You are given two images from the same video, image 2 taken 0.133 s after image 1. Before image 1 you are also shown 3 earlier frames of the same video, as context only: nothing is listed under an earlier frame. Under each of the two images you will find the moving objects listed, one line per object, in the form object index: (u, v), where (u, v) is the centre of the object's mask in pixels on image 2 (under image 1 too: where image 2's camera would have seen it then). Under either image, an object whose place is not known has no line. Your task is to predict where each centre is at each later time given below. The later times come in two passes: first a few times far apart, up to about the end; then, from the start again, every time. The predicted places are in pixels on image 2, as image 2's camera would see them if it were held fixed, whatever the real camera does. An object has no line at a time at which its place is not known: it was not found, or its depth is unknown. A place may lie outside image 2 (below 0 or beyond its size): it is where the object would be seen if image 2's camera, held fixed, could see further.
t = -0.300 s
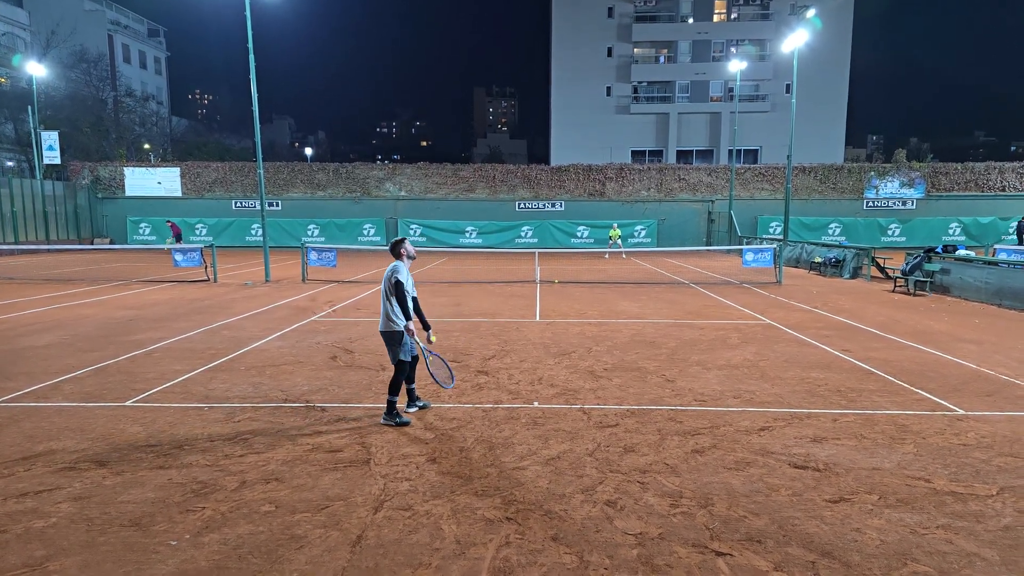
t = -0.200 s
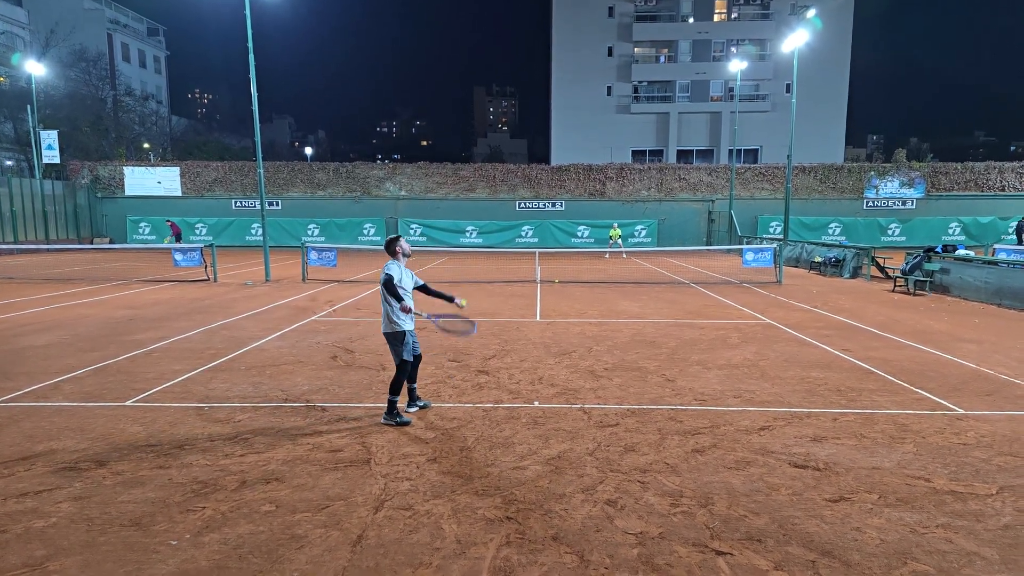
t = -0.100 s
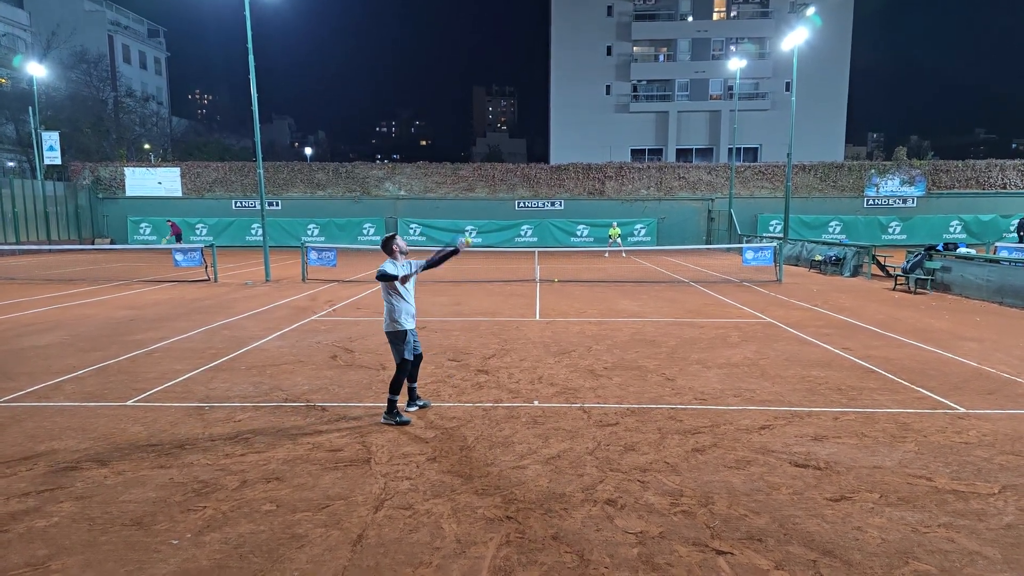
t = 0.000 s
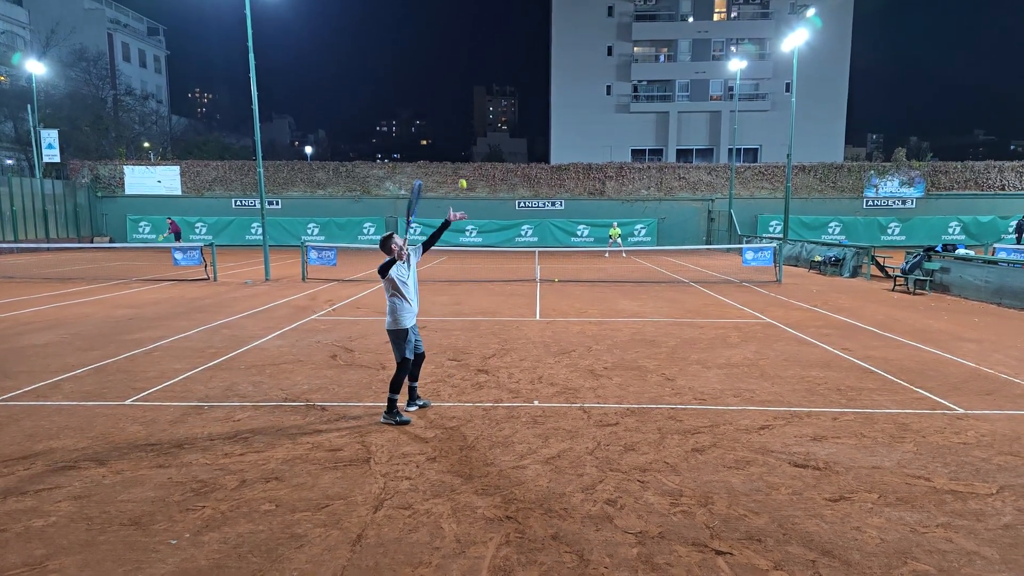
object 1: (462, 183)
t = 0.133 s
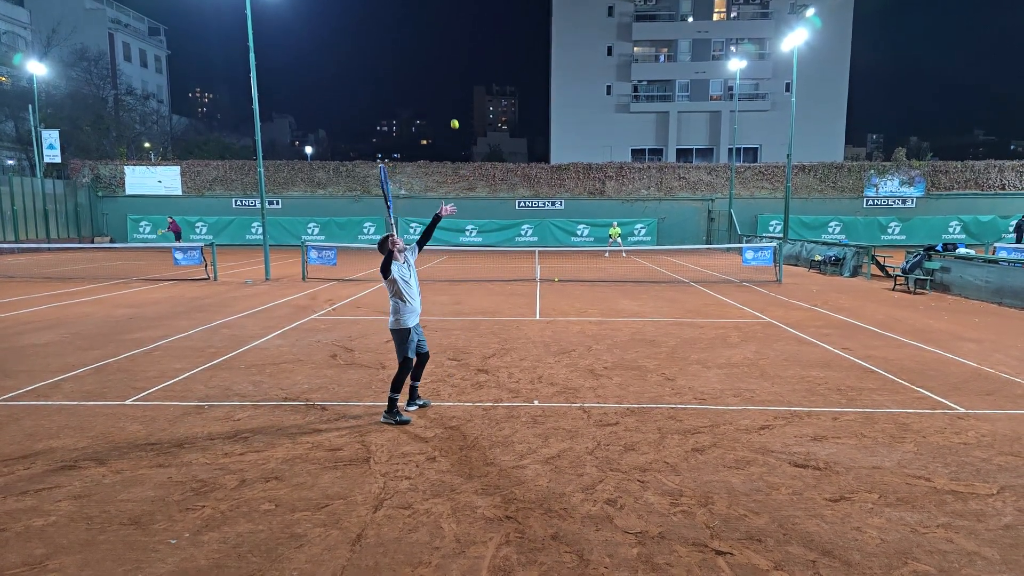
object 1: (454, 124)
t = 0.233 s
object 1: (448, 91)
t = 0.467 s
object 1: (435, 55)
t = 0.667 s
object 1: (424, 72)
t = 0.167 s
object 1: (453, 112)
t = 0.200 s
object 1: (450, 101)
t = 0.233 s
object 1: (448, 91)
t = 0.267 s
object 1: (447, 82)
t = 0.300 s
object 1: (445, 75)
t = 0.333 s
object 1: (443, 68)
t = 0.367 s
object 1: (441, 63)
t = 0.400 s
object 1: (439, 59)
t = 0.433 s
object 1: (437, 57)
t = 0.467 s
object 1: (435, 55)
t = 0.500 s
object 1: (433, 55)
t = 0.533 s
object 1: (431, 56)
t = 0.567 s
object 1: (429, 58)
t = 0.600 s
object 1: (428, 62)
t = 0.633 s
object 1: (426, 66)
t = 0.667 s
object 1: (424, 72)
